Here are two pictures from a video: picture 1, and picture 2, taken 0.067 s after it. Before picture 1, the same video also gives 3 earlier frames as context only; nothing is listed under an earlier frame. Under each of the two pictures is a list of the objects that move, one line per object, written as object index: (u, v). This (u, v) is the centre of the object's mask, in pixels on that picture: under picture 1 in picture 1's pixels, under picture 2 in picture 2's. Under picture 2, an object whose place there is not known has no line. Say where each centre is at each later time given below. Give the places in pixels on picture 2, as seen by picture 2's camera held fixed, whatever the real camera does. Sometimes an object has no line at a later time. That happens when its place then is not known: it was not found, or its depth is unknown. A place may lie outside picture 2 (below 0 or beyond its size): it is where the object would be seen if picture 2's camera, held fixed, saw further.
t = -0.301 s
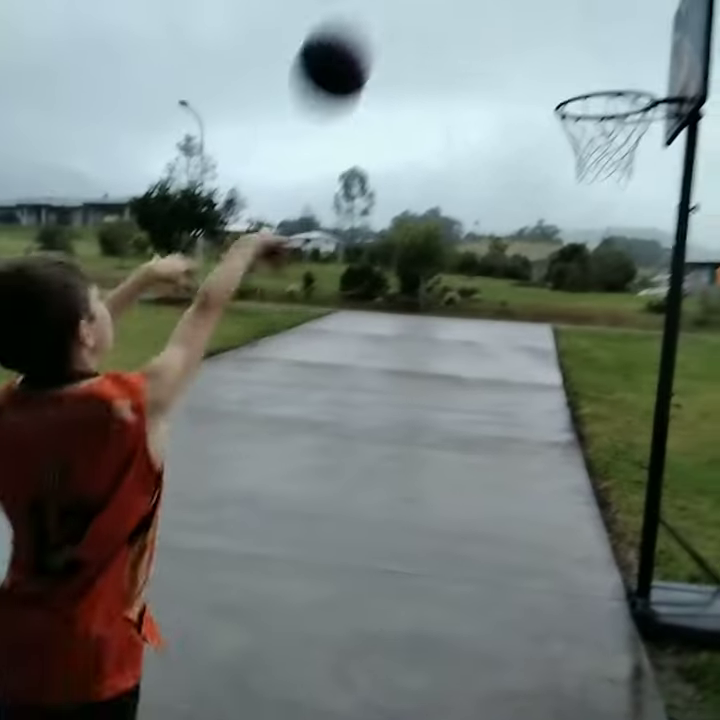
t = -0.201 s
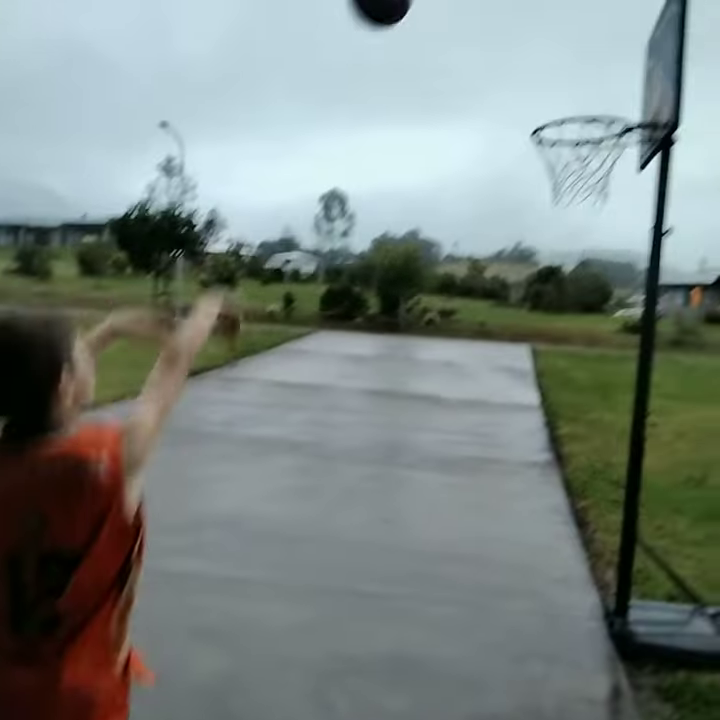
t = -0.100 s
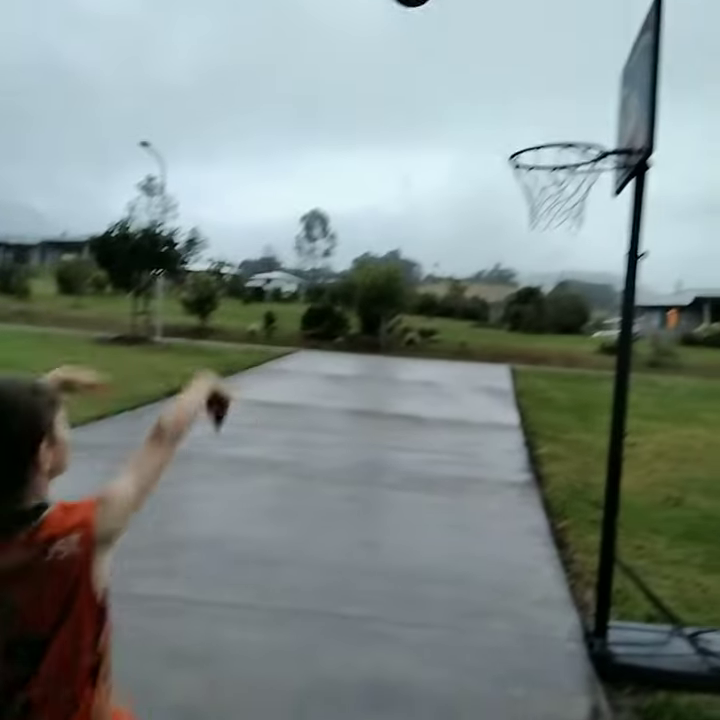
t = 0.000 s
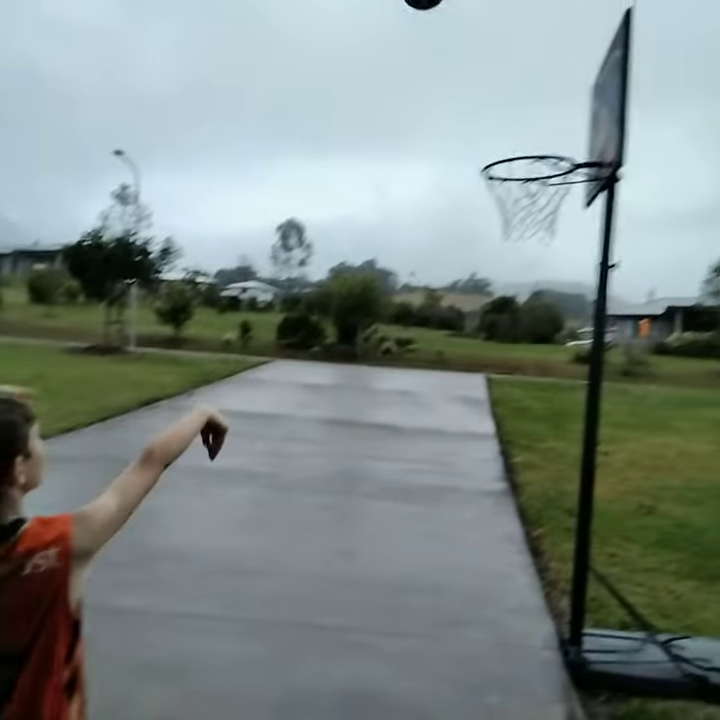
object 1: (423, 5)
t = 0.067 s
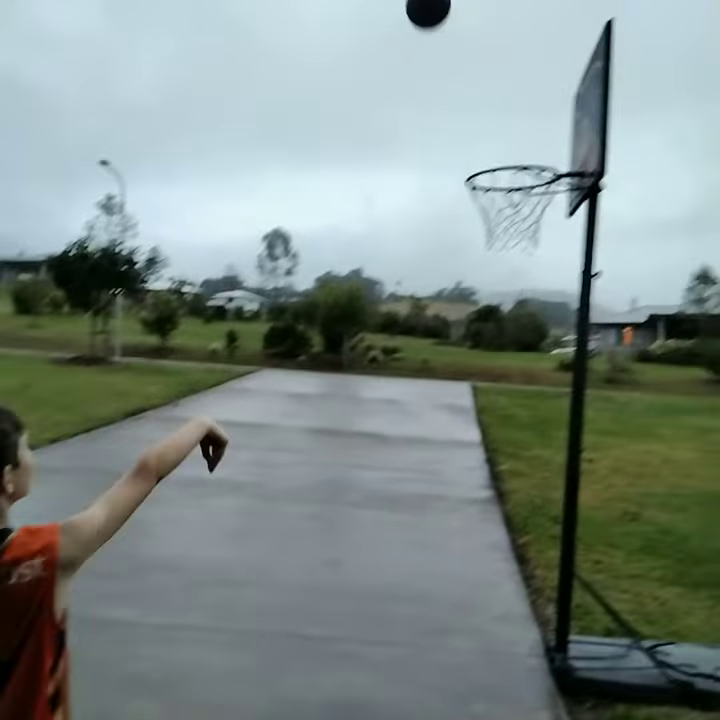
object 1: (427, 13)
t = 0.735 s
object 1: (526, 316)
